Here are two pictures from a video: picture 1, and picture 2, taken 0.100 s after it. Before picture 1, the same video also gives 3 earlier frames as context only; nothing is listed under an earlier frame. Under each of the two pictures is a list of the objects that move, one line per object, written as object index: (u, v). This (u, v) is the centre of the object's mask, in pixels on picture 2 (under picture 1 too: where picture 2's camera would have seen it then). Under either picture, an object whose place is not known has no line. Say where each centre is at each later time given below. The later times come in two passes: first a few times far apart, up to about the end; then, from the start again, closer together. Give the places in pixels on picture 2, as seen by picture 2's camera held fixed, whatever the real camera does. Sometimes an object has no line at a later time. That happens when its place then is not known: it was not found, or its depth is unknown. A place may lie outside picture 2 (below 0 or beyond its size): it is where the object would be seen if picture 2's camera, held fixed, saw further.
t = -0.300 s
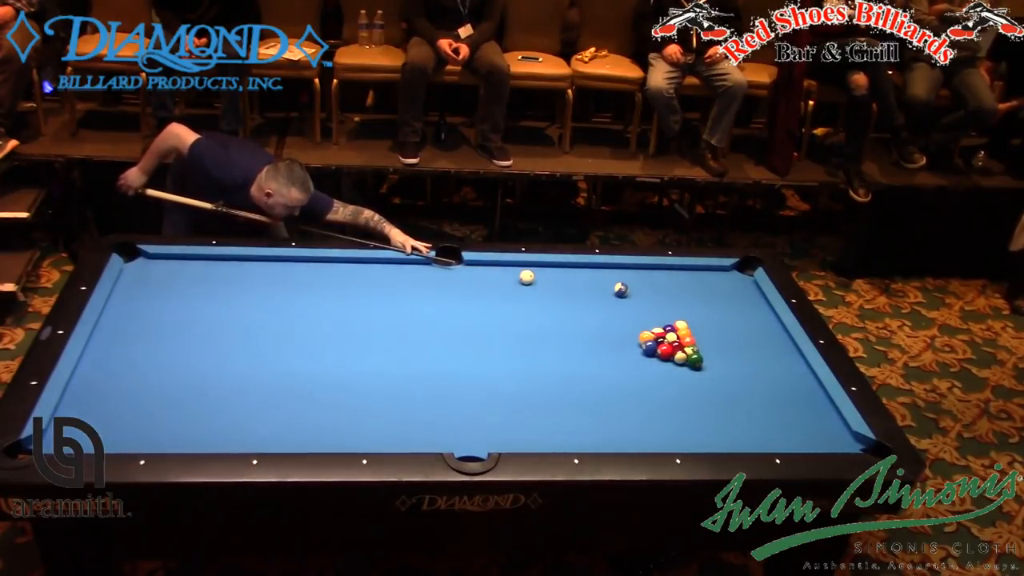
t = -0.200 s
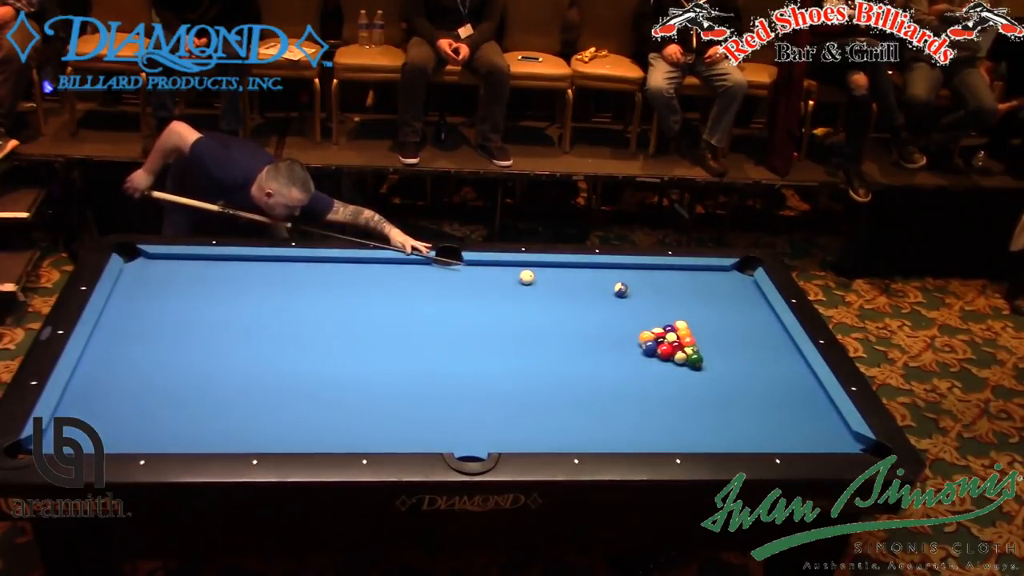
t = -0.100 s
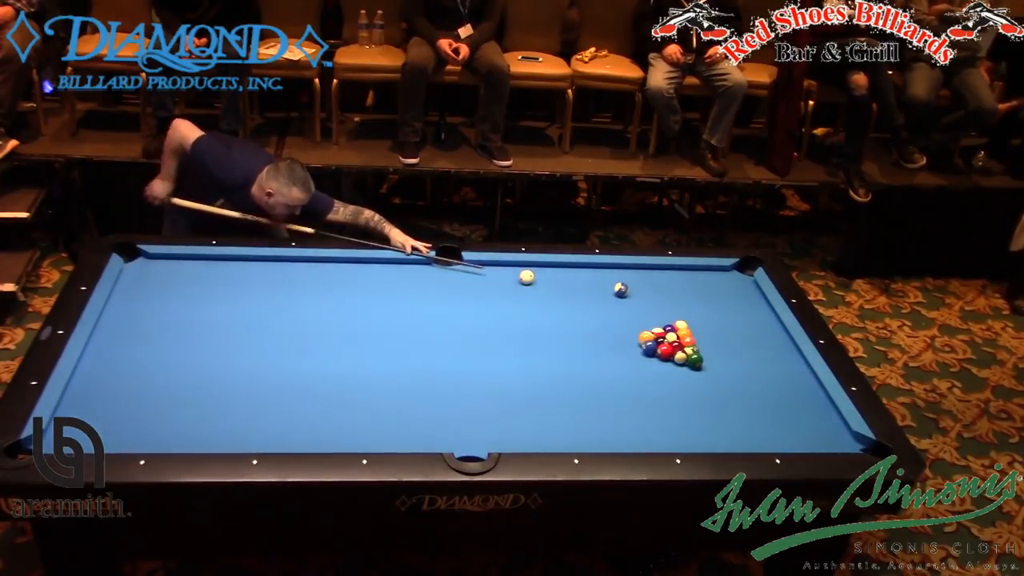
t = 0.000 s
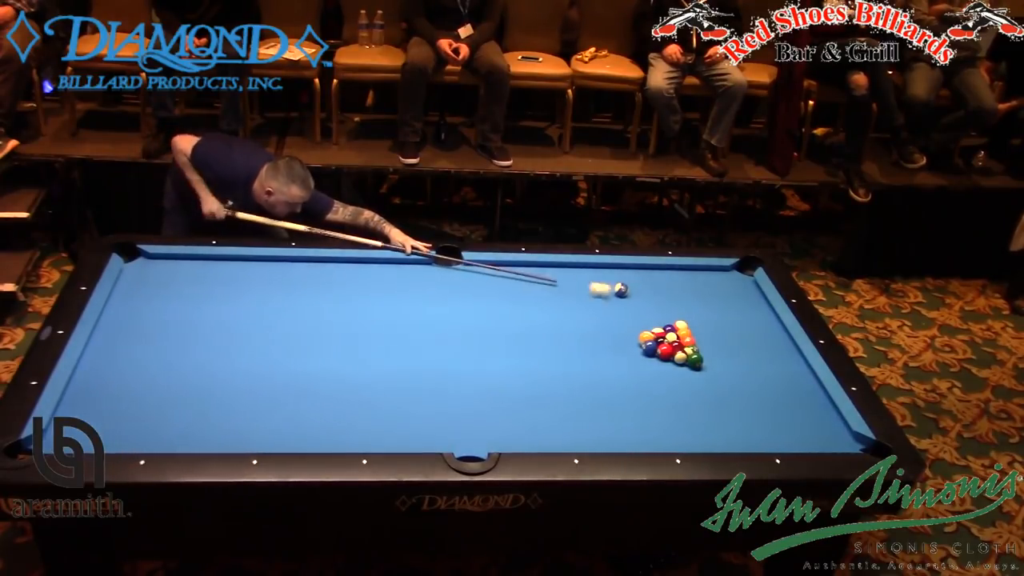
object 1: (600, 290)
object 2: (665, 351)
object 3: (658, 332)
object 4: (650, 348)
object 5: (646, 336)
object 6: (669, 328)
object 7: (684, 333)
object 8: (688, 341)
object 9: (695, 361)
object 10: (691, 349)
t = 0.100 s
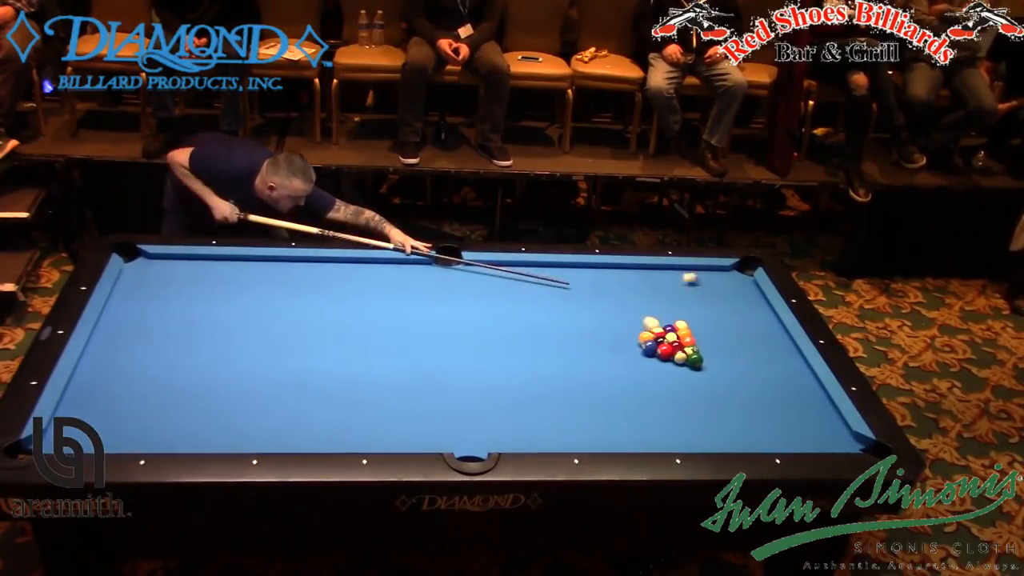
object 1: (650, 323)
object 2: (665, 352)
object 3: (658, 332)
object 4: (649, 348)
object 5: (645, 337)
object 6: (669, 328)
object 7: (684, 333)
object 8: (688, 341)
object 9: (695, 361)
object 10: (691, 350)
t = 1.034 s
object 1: (701, 312)
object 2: (554, 406)
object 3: (634, 311)
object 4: (509, 408)
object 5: (572, 360)
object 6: (671, 329)
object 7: (794, 358)
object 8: (801, 370)
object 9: (816, 417)
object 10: (801, 395)
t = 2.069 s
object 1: (595, 309)
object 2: (453, 334)
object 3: (603, 287)
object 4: (363, 427)
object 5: (504, 379)
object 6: (661, 332)
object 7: (760, 370)
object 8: (755, 384)
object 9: (762, 433)
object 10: (748, 420)
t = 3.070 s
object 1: (530, 311)
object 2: (383, 284)
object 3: (571, 266)
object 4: (262, 401)
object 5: (454, 392)
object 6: (660, 331)
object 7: (736, 378)
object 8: (726, 392)
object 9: (750, 434)
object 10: (688, 427)
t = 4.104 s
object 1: (483, 313)
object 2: (337, 269)
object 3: (565, 271)
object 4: (184, 381)
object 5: (424, 400)
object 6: (660, 332)
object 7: (729, 382)
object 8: (715, 394)
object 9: (750, 434)
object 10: (647, 429)
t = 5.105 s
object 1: (460, 314)
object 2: (315, 281)
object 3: (565, 272)
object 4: (133, 367)
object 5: (416, 401)
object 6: (660, 331)
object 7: (729, 382)
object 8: (716, 394)
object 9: (750, 434)
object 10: (630, 431)
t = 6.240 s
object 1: (456, 313)
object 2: (307, 285)
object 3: (565, 271)
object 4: (98, 358)
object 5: (416, 401)
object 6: (660, 331)
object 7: (729, 382)
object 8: (716, 394)
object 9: (750, 434)
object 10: (629, 431)
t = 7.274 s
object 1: (456, 313)
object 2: (307, 285)
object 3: (565, 271)
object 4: (89, 355)
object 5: (416, 401)
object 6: (660, 331)
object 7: (729, 382)
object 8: (716, 394)
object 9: (750, 434)
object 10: (629, 431)
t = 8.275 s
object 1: (456, 313)
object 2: (307, 286)
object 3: (565, 271)
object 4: (89, 355)
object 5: (416, 401)
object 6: (660, 331)
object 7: (729, 382)
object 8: (716, 394)
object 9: (750, 434)
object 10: (629, 431)
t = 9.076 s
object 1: (456, 313)
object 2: (307, 286)
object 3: (565, 271)
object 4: (90, 355)
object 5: (416, 401)
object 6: (660, 331)
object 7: (729, 381)
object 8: (716, 394)
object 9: (750, 434)
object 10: (629, 431)
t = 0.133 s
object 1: (656, 322)
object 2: (661, 357)
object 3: (657, 332)
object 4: (645, 351)
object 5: (642, 338)
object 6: (670, 329)
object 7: (687, 334)
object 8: (692, 343)
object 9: (702, 363)
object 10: (697, 352)
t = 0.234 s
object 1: (665, 316)
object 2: (648, 375)
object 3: (653, 329)
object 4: (627, 358)
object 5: (634, 342)
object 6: (670, 329)
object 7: (700, 338)
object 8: (708, 348)
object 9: (723, 370)
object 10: (717, 358)
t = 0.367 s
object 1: (686, 308)
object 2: (634, 396)
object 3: (650, 327)
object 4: (608, 366)
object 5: (624, 345)
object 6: (670, 329)
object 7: (717, 342)
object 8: (727, 352)
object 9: (748, 379)
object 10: (741, 366)
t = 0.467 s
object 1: (707, 304)
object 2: (623, 412)
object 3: (647, 324)
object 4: (594, 372)
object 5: (616, 347)
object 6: (671, 329)
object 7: (729, 344)
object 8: (740, 355)
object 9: (767, 385)
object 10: (759, 370)
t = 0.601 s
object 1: (742, 302)
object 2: (608, 433)
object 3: (644, 321)
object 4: (574, 380)
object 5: (605, 350)
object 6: (671, 329)
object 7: (745, 348)
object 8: (758, 358)
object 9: (792, 394)
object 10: (783, 378)
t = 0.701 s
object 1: (756, 302)
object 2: (595, 435)
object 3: (642, 318)
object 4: (559, 387)
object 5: (597, 353)
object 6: (671, 329)
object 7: (758, 351)
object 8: (772, 361)
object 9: (810, 400)
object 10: (801, 383)
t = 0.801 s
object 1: (737, 305)
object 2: (582, 426)
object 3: (639, 316)
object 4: (544, 393)
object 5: (590, 355)
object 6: (671, 329)
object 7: (769, 353)
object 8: (785, 364)
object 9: (829, 407)
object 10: (816, 388)
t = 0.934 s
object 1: (716, 309)
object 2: (566, 415)
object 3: (636, 313)
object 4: (524, 401)
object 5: (580, 358)
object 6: (671, 329)
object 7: (784, 356)
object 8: (802, 368)
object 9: (821, 412)
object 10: (807, 392)
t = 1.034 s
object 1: (701, 312)
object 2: (554, 406)
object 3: (634, 311)
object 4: (509, 408)
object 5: (572, 360)
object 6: (671, 329)
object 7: (794, 358)
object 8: (801, 370)
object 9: (816, 417)
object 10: (801, 395)
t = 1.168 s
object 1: (683, 312)
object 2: (539, 395)
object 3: (632, 308)
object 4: (488, 417)
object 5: (563, 362)
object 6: (671, 329)
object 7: (795, 359)
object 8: (794, 372)
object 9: (810, 422)
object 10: (794, 398)
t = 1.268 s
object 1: (670, 312)
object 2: (528, 387)
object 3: (630, 306)
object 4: (472, 423)
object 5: (556, 364)
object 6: (671, 329)
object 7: (791, 361)
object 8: (789, 373)
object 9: (805, 426)
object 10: (788, 402)
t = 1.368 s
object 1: (657, 310)
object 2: (517, 380)
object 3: (628, 304)
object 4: (456, 430)
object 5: (548, 366)
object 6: (670, 330)
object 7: (787, 362)
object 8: (784, 375)
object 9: (801, 431)
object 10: (783, 404)
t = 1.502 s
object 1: (641, 308)
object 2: (504, 370)
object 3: (626, 302)
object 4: (434, 436)
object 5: (540, 369)
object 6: (668, 330)
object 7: (781, 363)
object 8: (778, 377)
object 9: (794, 435)
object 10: (776, 407)
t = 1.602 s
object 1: (631, 308)
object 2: (494, 363)
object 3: (621, 299)
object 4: (420, 437)
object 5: (533, 370)
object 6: (666, 331)
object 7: (777, 365)
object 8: (774, 378)
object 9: (790, 437)
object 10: (772, 410)
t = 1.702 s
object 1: (623, 308)
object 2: (485, 356)
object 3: (617, 296)
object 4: (407, 436)
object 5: (526, 372)
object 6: (665, 331)
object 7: (773, 366)
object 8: (769, 380)
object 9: (785, 438)
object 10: (766, 412)
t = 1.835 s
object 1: (613, 308)
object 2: (473, 348)
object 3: (612, 292)
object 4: (390, 433)
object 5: (518, 374)
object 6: (663, 332)
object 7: (769, 367)
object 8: (764, 381)
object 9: (776, 436)
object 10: (760, 417)
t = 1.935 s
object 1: (605, 309)
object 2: (464, 342)
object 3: (608, 290)
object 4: (378, 431)
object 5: (512, 376)
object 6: (662, 332)
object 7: (765, 369)
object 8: (760, 382)
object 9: (770, 435)
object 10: (755, 419)
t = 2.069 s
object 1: (595, 309)
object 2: (453, 334)
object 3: (603, 287)
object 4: (363, 427)
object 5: (504, 379)
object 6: (661, 332)
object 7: (760, 370)
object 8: (755, 384)
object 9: (762, 433)
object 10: (748, 420)
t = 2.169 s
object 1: (587, 309)
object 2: (445, 328)
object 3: (599, 284)
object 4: (351, 424)
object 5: (498, 380)
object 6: (661, 331)
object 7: (757, 371)
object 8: (751, 385)
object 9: (759, 433)
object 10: (742, 423)
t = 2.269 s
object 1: (580, 310)
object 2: (437, 322)
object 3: (595, 282)
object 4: (340, 421)
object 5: (493, 381)
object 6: (660, 331)
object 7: (754, 372)
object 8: (748, 385)
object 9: (757, 433)
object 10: (737, 423)
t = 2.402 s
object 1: (571, 310)
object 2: (427, 315)
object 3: (590, 279)
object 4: (326, 417)
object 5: (485, 383)
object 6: (660, 331)
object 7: (750, 373)
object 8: (743, 387)
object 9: (755, 433)
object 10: (727, 423)
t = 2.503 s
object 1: (564, 310)
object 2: (419, 310)
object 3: (587, 276)
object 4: (316, 414)
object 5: (480, 385)
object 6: (660, 331)
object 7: (748, 374)
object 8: (740, 388)
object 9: (754, 433)
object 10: (720, 424)
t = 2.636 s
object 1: (555, 311)
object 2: (411, 304)
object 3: (583, 274)
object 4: (302, 411)
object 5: (474, 387)
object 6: (660, 331)
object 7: (744, 375)
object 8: (736, 389)
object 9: (752, 434)
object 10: (712, 425)
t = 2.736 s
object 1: (549, 311)
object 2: (404, 299)
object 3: (581, 272)
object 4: (292, 408)
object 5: (469, 388)
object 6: (660, 331)
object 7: (742, 376)
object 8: (734, 390)
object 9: (752, 434)
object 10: (707, 425)
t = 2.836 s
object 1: (543, 311)
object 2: (398, 294)
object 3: (577, 270)
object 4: (283, 406)
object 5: (464, 389)
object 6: (660, 331)
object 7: (740, 377)
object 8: (731, 391)
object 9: (751, 434)
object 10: (701, 425)
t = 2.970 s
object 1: (535, 311)
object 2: (389, 288)
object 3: (574, 268)
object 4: (271, 403)
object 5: (458, 391)
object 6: (660, 331)
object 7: (738, 378)
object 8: (728, 392)
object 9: (750, 434)
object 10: (693, 426)
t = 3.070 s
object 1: (530, 311)
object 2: (383, 284)
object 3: (571, 266)
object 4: (262, 401)
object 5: (454, 392)
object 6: (660, 331)
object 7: (736, 378)
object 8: (726, 392)
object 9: (750, 434)
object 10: (688, 427)
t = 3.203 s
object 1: (522, 312)
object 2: (375, 278)
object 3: (570, 267)
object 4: (250, 397)
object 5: (449, 393)
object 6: (660, 331)
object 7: (734, 379)
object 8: (723, 393)
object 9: (750, 434)
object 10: (682, 427)
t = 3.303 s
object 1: (517, 312)
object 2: (370, 274)
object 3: (569, 268)
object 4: (242, 396)
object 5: (446, 394)
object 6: (660, 332)
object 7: (733, 380)
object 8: (721, 393)
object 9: (750, 434)
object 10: (677, 427)
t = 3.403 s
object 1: (512, 312)
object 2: (365, 271)
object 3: (568, 268)
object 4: (234, 394)
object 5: (442, 395)
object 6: (660, 332)
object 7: (732, 380)
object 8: (720, 393)
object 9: (750, 434)
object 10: (672, 427)
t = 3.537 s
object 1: (506, 312)
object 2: (357, 265)
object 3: (567, 269)
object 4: (223, 391)
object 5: (437, 396)
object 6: (660, 332)
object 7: (731, 381)
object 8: (718, 394)
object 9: (750, 434)
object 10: (666, 429)
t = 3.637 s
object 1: (501, 312)
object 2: (352, 262)
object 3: (567, 270)
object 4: (216, 389)
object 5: (435, 397)
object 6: (660, 332)
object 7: (730, 381)
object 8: (717, 394)
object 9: (750, 434)
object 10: (663, 430)
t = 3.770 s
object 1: (495, 312)
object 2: (348, 264)
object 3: (566, 270)
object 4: (206, 386)
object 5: (431, 398)
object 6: (660, 332)
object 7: (729, 382)
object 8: (716, 394)
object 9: (750, 434)
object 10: (658, 429)
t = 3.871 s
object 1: (491, 312)
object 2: (345, 265)
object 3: (566, 271)
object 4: (200, 385)
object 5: (429, 398)
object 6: (660, 332)
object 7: (729, 382)
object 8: (715, 394)
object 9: (750, 434)
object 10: (655, 429)
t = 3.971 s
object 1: (488, 312)
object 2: (341, 266)
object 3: (565, 271)
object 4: (193, 383)
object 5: (427, 399)
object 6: (660, 331)
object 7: (729, 382)
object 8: (715, 394)
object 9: (750, 434)
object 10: (651, 429)
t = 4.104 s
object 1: (483, 313)
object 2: (337, 269)
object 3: (565, 271)
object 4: (184, 381)
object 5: (424, 400)
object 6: (660, 332)
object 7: (729, 382)
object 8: (715, 394)
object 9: (750, 434)
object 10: (647, 429)
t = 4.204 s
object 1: (480, 313)
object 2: (335, 270)
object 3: (565, 271)
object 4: (178, 380)
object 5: (422, 400)
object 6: (660, 332)
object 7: (729, 381)
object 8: (716, 394)
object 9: (750, 434)
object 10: (644, 430)
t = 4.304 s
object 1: (477, 313)
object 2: (332, 272)
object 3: (565, 271)
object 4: (172, 378)
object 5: (420, 401)
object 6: (660, 332)
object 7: (729, 381)
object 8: (716, 394)
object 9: (750, 434)
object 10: (642, 430)
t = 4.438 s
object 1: (473, 313)
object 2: (328, 274)
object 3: (565, 271)
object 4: (165, 376)
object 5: (418, 401)
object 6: (660, 331)
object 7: (729, 381)
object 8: (716, 394)
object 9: (750, 434)
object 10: (638, 430)
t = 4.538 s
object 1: (471, 313)
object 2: (326, 275)
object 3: (565, 271)
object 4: (159, 374)
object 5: (418, 401)
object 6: (660, 331)
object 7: (729, 381)
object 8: (716, 394)
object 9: (750, 434)
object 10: (637, 430)
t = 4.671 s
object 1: (468, 314)
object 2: (323, 276)
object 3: (565, 271)
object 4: (152, 372)
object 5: (417, 401)
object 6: (660, 331)
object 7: (729, 382)
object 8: (716, 394)
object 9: (750, 434)
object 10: (634, 430)
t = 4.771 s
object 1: (465, 314)
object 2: (321, 278)
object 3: (565, 271)
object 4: (147, 371)
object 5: (417, 401)
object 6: (660, 331)
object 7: (729, 381)
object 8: (716, 394)
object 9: (750, 434)
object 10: (633, 430)
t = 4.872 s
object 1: (464, 314)
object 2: (319, 279)
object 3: (565, 271)
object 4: (142, 370)
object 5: (416, 401)
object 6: (660, 331)
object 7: (729, 381)
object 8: (716, 394)
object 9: (750, 434)
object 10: (632, 431)
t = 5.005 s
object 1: (462, 314)
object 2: (317, 280)
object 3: (565, 271)
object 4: (137, 368)
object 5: (416, 401)
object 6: (660, 331)
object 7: (729, 381)
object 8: (716, 394)
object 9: (750, 434)
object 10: (631, 431)
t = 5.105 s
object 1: (460, 314)
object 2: (315, 281)
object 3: (565, 272)
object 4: (133, 367)
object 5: (416, 401)
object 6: (660, 331)
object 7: (729, 382)
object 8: (716, 394)
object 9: (750, 434)
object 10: (630, 431)
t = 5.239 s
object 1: (459, 314)
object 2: (313, 282)
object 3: (565, 271)
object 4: (127, 366)
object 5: (416, 401)
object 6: (660, 331)
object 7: (729, 381)
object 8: (716, 394)
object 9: (750, 434)
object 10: (629, 431)
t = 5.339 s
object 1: (458, 314)
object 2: (312, 283)
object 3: (565, 271)
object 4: (123, 365)
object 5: (416, 401)
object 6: (660, 331)
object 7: (729, 381)
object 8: (716, 394)
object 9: (750, 434)
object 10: (629, 431)
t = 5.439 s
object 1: (457, 314)
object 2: (311, 283)
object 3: (565, 271)
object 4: (120, 364)
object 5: (416, 401)
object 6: (660, 331)
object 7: (729, 381)
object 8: (716, 394)
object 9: (750, 434)
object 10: (629, 431)
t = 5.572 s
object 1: (456, 313)
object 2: (310, 284)
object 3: (565, 271)
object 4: (115, 363)
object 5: (416, 401)
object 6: (660, 331)
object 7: (729, 381)
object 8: (716, 394)
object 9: (750, 434)
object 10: (629, 431)
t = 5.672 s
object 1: (456, 313)
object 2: (309, 284)
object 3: (565, 271)
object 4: (112, 362)
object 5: (416, 401)
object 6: (660, 331)
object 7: (729, 381)
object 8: (716, 394)
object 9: (750, 434)
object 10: (629, 431)
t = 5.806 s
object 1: (456, 313)
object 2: (308, 285)
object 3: (565, 271)
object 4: (108, 361)
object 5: (416, 401)
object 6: (660, 331)
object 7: (729, 382)
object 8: (716, 394)
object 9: (750, 434)
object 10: (629, 431)
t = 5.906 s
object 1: (456, 313)
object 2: (307, 285)
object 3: (565, 271)
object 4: (106, 360)
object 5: (416, 401)
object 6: (660, 331)
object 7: (729, 382)
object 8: (716, 394)
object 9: (750, 434)
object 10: (629, 431)
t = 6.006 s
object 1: (456, 313)
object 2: (307, 285)
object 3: (565, 271)
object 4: (103, 359)
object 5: (416, 401)
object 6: (660, 331)
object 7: (729, 382)
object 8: (716, 394)
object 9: (750, 434)
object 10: (629, 431)
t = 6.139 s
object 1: (456, 313)
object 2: (307, 285)
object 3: (565, 271)
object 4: (100, 358)
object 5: (416, 401)
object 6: (660, 331)
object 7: (729, 382)
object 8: (716, 394)
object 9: (750, 434)
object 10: (629, 431)
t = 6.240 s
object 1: (456, 313)
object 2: (307, 285)
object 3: (565, 271)
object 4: (98, 358)
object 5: (416, 401)
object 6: (660, 331)
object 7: (729, 382)
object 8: (716, 394)
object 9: (750, 434)
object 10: (629, 431)
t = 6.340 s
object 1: (456, 313)
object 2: (307, 285)
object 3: (565, 271)
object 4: (96, 357)
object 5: (416, 401)
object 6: (660, 331)
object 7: (729, 382)
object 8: (716, 394)
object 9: (750, 434)
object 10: (629, 431)
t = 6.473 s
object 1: (456, 313)
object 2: (307, 285)
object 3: (565, 271)
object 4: (94, 357)
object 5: (416, 401)
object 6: (660, 331)
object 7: (729, 382)
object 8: (716, 394)
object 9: (750, 434)
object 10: (629, 431)
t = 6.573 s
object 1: (456, 313)
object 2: (307, 285)
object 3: (565, 271)
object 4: (93, 356)
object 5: (416, 401)
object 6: (660, 331)
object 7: (729, 382)
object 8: (716, 394)
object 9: (750, 434)
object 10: (629, 431)
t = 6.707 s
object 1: (456, 313)
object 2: (307, 285)
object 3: (565, 271)
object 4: (92, 355)
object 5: (416, 401)
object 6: (660, 331)
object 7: (729, 382)
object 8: (716, 394)
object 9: (750, 434)
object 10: (629, 431)
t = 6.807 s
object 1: (456, 313)
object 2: (307, 285)
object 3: (565, 271)
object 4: (91, 355)
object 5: (416, 401)
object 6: (660, 331)
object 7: (729, 382)
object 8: (716, 394)
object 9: (750, 434)
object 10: (629, 431)
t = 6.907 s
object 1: (456, 313)
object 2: (307, 285)
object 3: (565, 271)
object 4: (90, 355)
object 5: (416, 401)
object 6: (660, 331)
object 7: (729, 382)
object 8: (716, 394)
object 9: (750, 434)
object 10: (629, 431)
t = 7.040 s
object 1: (456, 313)
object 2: (307, 285)
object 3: (565, 271)
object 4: (89, 355)
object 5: (416, 401)
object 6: (660, 331)
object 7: (729, 381)
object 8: (716, 394)
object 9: (750, 434)
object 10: (629, 431)
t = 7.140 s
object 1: (456, 313)
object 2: (307, 285)
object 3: (565, 271)
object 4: (90, 355)
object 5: (416, 401)
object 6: (660, 331)
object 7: (729, 382)
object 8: (716, 394)
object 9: (750, 434)
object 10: (629, 431)
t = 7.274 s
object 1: (456, 313)
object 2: (307, 285)
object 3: (565, 271)
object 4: (89, 355)
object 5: (416, 401)
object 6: (660, 331)
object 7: (729, 382)
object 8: (716, 394)
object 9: (750, 434)
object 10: (629, 431)
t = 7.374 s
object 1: (456, 313)
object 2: (307, 285)
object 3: (565, 271)
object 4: (90, 355)
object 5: (416, 401)
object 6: (660, 331)
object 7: (729, 382)
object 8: (716, 394)
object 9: (750, 434)
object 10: (629, 431)
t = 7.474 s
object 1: (456, 313)
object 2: (307, 285)
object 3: (565, 271)
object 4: (90, 355)
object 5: (416, 401)
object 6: (660, 331)
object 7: (729, 382)
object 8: (716, 394)
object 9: (750, 434)
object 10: (629, 431)
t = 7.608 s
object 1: (456, 313)
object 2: (307, 286)
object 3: (565, 271)
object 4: (90, 355)
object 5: (416, 401)
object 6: (660, 331)
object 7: (729, 382)
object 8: (716, 394)
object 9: (750, 434)
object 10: (629, 431)
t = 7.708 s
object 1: (456, 313)
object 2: (307, 285)
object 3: (565, 271)
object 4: (90, 355)
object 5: (416, 401)
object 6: (660, 331)
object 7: (729, 382)
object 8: (716, 394)
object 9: (750, 434)
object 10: (629, 431)
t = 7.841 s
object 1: (456, 313)
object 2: (307, 285)
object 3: (565, 271)
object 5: (416, 401)
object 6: (660, 331)
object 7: (729, 382)
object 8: (716, 394)
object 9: (750, 434)
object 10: (629, 431)
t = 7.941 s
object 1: (456, 313)
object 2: (307, 285)
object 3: (565, 271)
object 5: (416, 401)
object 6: (660, 331)
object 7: (729, 382)
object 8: (716, 394)
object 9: (750, 434)
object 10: (629, 431)
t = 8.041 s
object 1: (456, 313)
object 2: (307, 285)
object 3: (565, 271)
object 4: (87, 354)
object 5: (416, 401)
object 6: (660, 331)
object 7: (729, 382)
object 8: (716, 394)
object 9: (750, 434)
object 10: (629, 431)
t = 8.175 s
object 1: (456, 313)
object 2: (307, 286)
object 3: (565, 271)
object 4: (89, 355)
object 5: (416, 401)
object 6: (660, 331)
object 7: (729, 382)
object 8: (716, 394)
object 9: (750, 434)
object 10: (629, 431)
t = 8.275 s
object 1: (456, 313)
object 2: (307, 286)
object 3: (565, 271)
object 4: (89, 355)
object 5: (416, 401)
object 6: (660, 331)
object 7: (729, 382)
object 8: (716, 394)
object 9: (750, 434)
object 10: (629, 431)
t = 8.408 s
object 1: (456, 313)
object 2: (307, 285)
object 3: (565, 271)
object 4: (90, 355)
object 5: (416, 401)
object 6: (660, 331)
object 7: (729, 382)
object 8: (716, 394)
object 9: (750, 434)
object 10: (629, 431)
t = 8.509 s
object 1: (456, 313)
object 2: (307, 285)
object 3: (565, 271)
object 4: (90, 355)
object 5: (416, 401)
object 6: (660, 331)
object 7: (729, 382)
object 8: (716, 394)
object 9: (750, 434)
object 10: (629, 431)
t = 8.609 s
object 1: (456, 313)
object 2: (307, 285)
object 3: (565, 271)
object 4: (90, 355)
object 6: (660, 331)
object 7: (729, 382)
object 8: (716, 394)
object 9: (750, 434)
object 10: (629, 431)
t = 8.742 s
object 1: (456, 313)
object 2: (307, 286)
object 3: (565, 271)
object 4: (90, 355)
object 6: (660, 331)
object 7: (729, 381)
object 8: (716, 394)
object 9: (750, 434)
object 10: (629, 431)
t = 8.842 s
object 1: (456, 313)
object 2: (307, 286)
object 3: (565, 271)
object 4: (90, 355)
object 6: (660, 331)
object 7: (729, 381)
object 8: (716, 394)
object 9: (750, 434)
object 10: (629, 431)
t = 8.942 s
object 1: (456, 313)
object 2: (307, 286)
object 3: (565, 271)
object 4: (90, 355)
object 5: (416, 401)
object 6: (660, 331)
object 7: (729, 381)
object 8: (716, 394)
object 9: (750, 434)
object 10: (629, 431)
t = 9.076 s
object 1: (456, 313)
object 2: (307, 286)
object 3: (565, 271)
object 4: (90, 355)
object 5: (416, 401)
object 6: (660, 331)
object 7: (729, 381)
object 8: (716, 394)
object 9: (750, 434)
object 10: (629, 431)
